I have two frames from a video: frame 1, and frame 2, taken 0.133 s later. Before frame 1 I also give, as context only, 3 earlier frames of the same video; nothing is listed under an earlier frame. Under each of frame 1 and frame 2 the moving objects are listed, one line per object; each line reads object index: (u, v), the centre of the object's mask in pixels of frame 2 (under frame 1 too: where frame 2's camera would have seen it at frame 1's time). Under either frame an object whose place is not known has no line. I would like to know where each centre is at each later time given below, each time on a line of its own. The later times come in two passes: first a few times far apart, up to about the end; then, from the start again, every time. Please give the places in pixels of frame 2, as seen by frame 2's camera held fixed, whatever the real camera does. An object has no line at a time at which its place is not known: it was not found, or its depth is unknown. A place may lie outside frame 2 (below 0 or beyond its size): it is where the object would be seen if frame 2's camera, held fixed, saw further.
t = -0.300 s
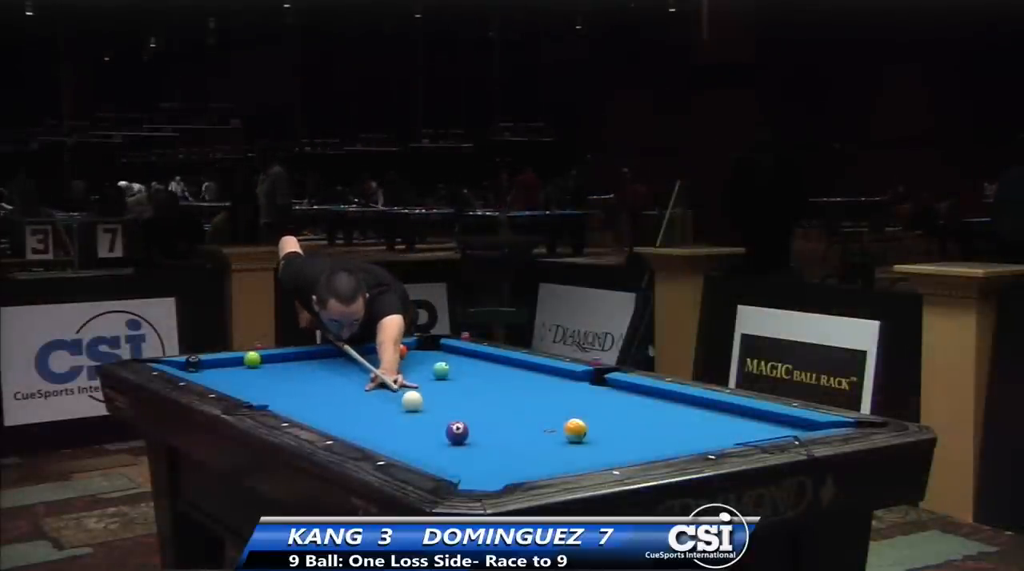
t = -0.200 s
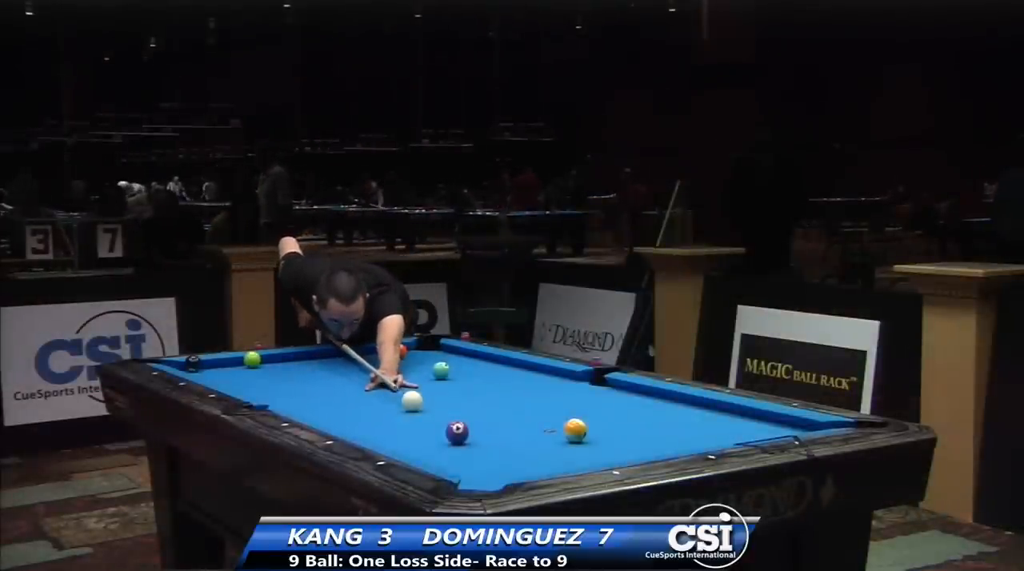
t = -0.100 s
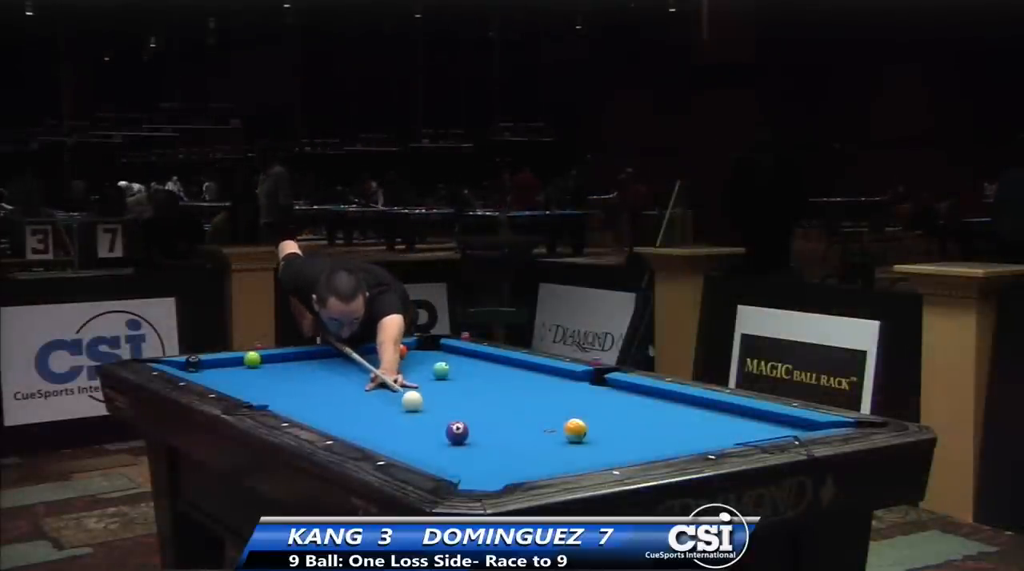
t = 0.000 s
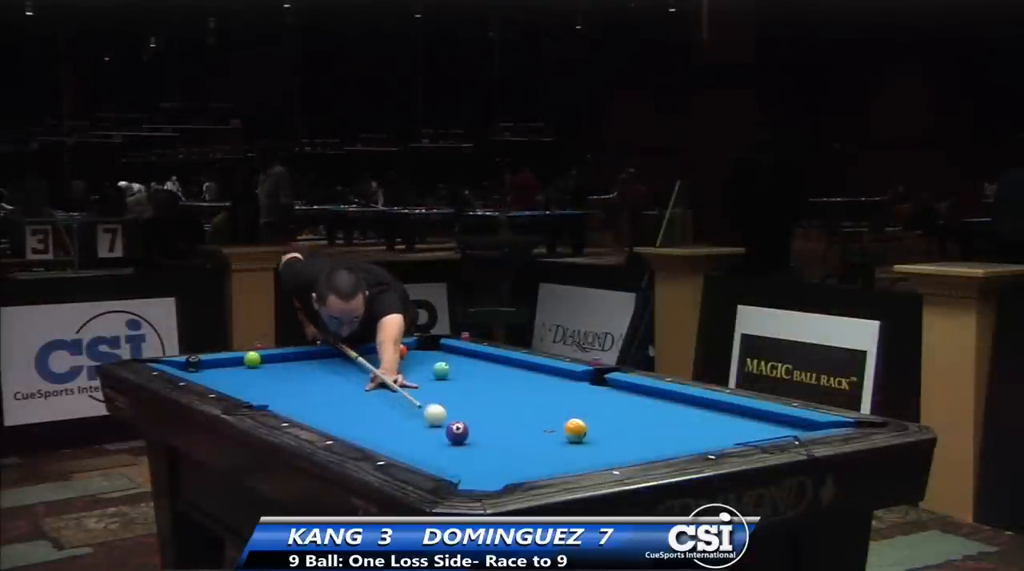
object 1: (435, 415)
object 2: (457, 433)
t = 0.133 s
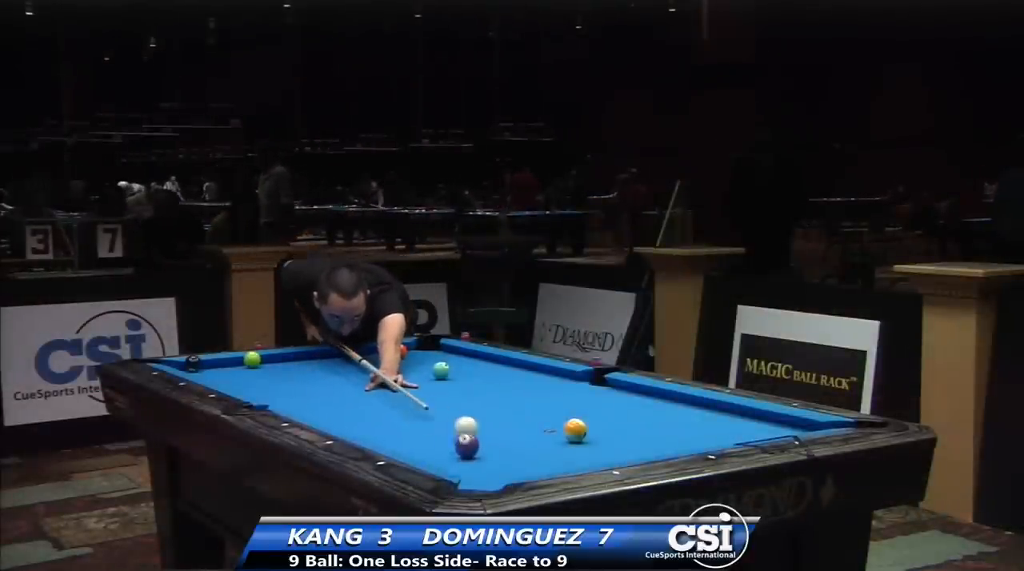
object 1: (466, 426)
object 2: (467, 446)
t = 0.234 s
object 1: (484, 430)
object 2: (483, 469)
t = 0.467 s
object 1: (533, 440)
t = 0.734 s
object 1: (595, 454)
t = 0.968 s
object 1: (606, 454)
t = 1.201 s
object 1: (575, 452)
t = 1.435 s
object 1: (547, 446)
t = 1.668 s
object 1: (521, 441)
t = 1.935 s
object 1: (494, 435)
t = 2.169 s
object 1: (473, 431)
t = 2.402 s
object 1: (454, 427)
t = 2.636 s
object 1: (436, 423)
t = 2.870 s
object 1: (420, 420)
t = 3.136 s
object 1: (403, 417)
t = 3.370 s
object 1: (389, 414)
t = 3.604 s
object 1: (377, 412)
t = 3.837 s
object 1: (366, 410)
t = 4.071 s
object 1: (356, 408)
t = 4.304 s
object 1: (347, 406)
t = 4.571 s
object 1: (338, 405)
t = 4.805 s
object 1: (332, 404)
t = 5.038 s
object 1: (326, 403)
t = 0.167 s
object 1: (472, 428)
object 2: (472, 453)
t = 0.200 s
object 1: (478, 429)
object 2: (477, 461)
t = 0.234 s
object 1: (484, 430)
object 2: (483, 469)
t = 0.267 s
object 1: (490, 431)
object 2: (488, 476)
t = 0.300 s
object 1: (497, 432)
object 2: (493, 480)
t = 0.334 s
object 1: (504, 433)
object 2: (490, 487)
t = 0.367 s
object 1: (511, 435)
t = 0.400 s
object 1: (518, 437)
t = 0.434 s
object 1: (526, 438)
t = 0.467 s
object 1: (533, 440)
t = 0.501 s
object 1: (541, 442)
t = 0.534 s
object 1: (548, 444)
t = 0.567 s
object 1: (556, 446)
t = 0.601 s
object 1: (563, 448)
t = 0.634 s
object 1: (571, 449)
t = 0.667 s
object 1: (579, 452)
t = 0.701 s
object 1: (587, 453)
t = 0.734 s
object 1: (595, 454)
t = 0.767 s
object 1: (603, 454)
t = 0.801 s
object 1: (611, 455)
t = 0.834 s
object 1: (619, 455)
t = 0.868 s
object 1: (622, 456)
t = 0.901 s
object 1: (616, 455)
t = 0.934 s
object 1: (610, 455)
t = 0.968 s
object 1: (606, 454)
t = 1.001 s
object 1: (601, 454)
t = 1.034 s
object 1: (597, 454)
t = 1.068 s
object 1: (592, 454)
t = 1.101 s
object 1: (588, 454)
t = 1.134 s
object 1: (583, 454)
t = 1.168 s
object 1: (579, 453)
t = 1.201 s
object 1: (575, 452)
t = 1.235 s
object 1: (571, 451)
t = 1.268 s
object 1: (567, 450)
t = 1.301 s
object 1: (563, 449)
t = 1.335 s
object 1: (558, 449)
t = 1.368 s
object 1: (555, 448)
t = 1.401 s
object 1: (551, 446)
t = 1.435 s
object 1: (547, 446)
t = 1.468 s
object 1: (543, 445)
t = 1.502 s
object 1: (539, 444)
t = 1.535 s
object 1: (535, 444)
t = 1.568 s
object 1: (532, 443)
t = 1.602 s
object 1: (528, 442)
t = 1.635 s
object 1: (524, 442)
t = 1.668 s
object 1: (521, 441)
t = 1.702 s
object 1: (518, 440)
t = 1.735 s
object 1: (514, 439)
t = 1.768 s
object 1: (511, 439)
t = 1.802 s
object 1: (507, 438)
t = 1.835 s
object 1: (504, 437)
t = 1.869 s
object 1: (501, 437)
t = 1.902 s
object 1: (498, 436)
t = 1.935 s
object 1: (494, 435)
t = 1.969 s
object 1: (491, 435)
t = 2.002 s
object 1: (488, 434)
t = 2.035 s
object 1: (485, 433)
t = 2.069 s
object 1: (482, 433)
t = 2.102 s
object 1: (479, 432)
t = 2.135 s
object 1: (476, 431)
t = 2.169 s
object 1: (473, 431)
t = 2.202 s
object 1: (470, 430)
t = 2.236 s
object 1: (468, 430)
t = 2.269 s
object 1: (465, 429)
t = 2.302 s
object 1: (462, 429)
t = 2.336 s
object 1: (460, 428)
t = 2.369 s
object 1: (457, 427)
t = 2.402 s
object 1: (454, 427)
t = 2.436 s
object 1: (451, 426)
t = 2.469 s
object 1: (449, 426)
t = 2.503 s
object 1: (446, 425)
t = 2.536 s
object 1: (443, 425)
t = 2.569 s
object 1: (441, 424)
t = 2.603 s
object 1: (438, 424)
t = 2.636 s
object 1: (436, 423)
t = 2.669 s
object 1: (434, 423)
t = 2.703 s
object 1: (431, 423)
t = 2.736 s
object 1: (429, 422)
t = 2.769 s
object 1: (426, 422)
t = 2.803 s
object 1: (424, 421)
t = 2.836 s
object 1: (422, 421)
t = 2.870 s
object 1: (420, 420)
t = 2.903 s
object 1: (417, 420)
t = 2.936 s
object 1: (415, 419)
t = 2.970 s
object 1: (413, 419)
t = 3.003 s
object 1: (411, 419)
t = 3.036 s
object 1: (409, 418)
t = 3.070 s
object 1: (407, 418)
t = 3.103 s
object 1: (405, 417)
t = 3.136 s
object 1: (403, 417)
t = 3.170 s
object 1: (401, 416)
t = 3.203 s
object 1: (399, 416)
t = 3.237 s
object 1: (397, 416)
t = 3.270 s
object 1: (395, 415)
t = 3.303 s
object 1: (393, 415)
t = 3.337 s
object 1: (391, 415)
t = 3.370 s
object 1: (389, 414)
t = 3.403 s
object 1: (387, 414)
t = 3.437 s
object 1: (386, 414)
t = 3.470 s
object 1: (384, 414)
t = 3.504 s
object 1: (382, 413)
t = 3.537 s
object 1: (380, 413)
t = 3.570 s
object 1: (379, 412)
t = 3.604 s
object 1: (377, 412)
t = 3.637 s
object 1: (375, 412)
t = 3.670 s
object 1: (374, 411)
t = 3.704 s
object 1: (372, 411)
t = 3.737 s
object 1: (370, 411)
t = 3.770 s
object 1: (369, 411)
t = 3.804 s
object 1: (367, 410)
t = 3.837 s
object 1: (366, 410)
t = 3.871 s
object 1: (364, 410)
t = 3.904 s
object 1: (363, 409)
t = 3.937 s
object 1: (361, 409)
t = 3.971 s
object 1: (360, 409)
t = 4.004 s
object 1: (359, 409)
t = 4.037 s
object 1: (357, 408)
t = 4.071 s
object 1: (356, 408)
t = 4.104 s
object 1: (355, 408)
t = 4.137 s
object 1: (354, 408)
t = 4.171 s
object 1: (352, 407)
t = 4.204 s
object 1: (351, 407)
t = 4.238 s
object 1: (350, 407)
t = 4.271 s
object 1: (348, 407)
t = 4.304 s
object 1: (347, 406)
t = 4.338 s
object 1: (346, 406)
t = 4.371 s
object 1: (345, 406)
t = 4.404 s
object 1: (344, 406)
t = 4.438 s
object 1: (343, 406)
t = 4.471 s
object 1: (342, 406)
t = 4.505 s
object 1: (340, 405)
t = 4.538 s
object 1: (339, 405)
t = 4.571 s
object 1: (338, 405)
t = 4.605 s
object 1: (337, 405)
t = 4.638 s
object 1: (336, 404)
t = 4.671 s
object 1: (335, 404)
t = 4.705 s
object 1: (334, 404)
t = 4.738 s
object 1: (333, 404)
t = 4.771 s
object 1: (332, 404)
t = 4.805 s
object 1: (332, 404)
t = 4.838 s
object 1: (331, 403)
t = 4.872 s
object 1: (330, 403)
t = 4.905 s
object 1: (329, 403)
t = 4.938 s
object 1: (328, 403)
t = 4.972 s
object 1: (327, 403)
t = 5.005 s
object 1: (327, 403)
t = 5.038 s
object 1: (326, 403)
